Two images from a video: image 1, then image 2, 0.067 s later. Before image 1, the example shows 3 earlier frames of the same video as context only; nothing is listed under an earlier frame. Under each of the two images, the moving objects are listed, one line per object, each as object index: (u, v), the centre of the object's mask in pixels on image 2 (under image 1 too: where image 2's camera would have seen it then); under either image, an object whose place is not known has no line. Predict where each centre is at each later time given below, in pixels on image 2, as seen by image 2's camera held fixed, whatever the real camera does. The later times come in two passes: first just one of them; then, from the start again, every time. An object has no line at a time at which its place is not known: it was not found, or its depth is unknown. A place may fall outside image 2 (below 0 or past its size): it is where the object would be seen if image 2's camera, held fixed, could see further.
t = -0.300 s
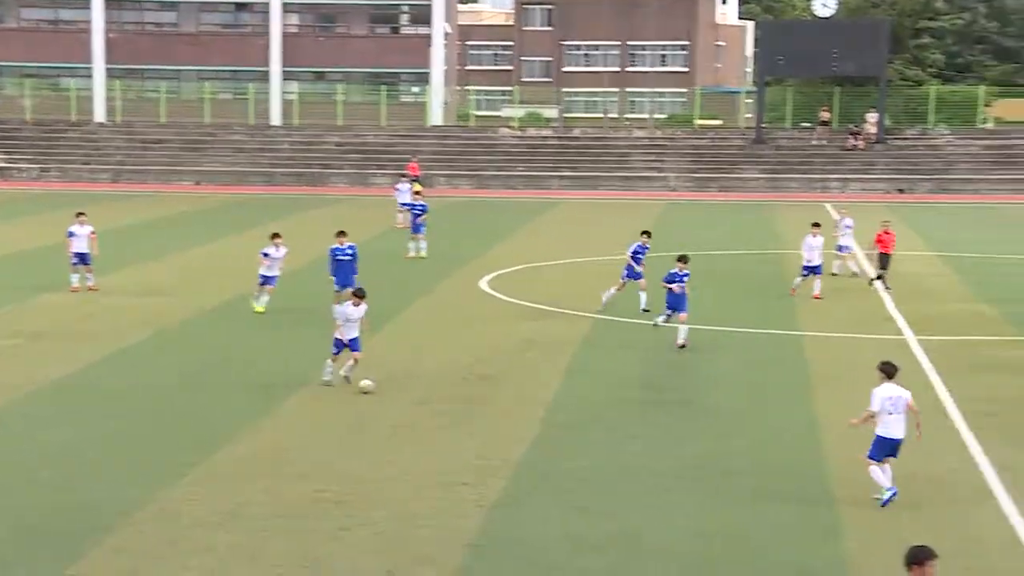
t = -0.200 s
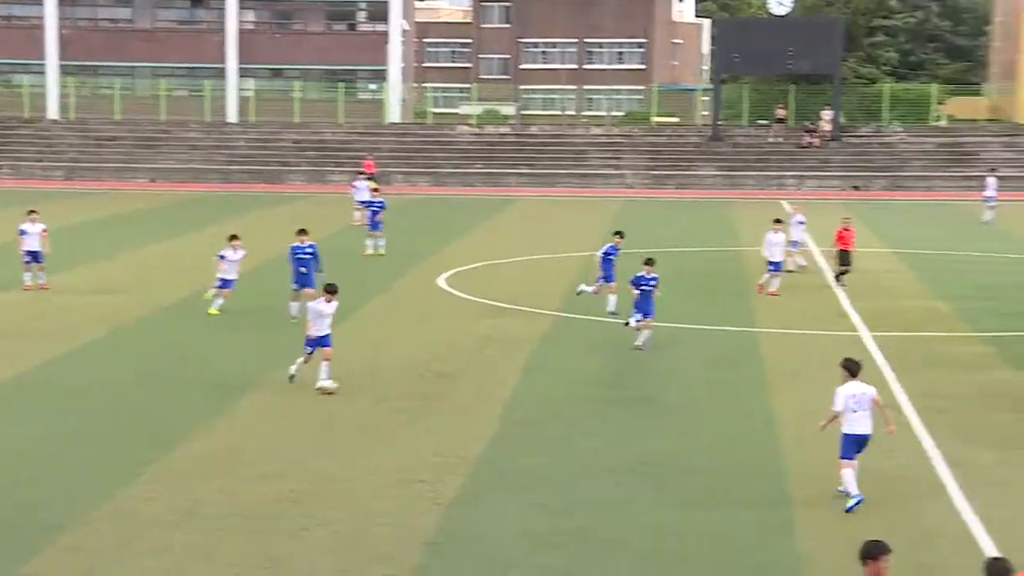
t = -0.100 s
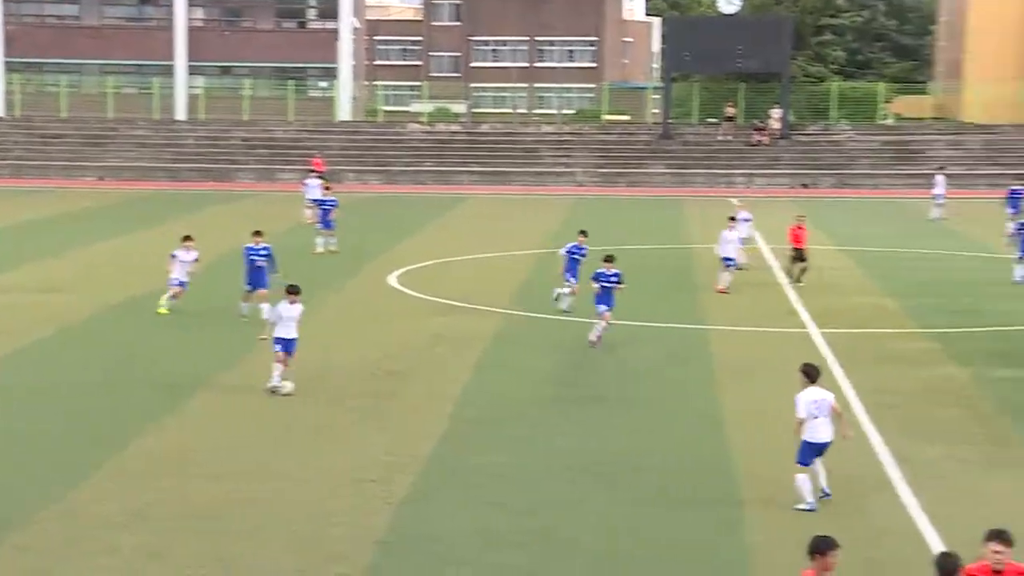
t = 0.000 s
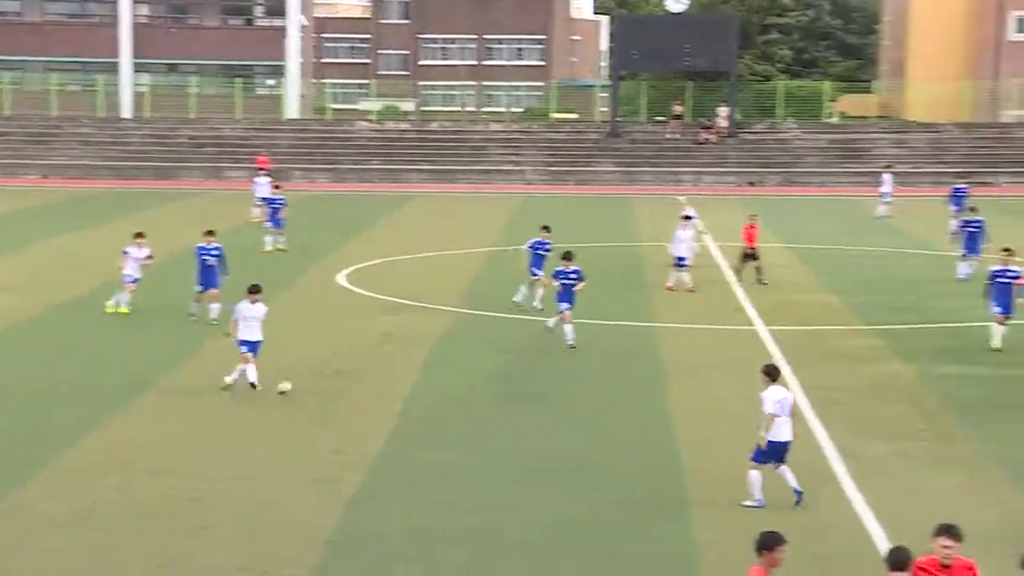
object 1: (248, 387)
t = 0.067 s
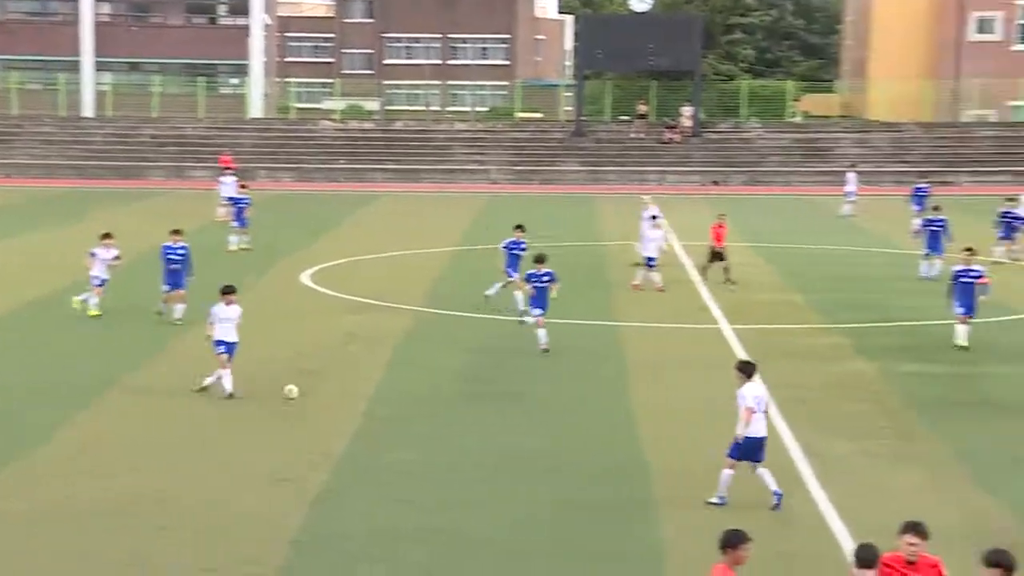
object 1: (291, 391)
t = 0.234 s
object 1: (404, 410)
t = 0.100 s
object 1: (313, 394)
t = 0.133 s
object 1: (335, 397)
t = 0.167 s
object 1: (357, 401)
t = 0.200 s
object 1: (381, 404)
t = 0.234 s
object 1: (404, 410)
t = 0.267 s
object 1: (429, 417)
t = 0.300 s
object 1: (451, 425)
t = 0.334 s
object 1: (473, 426)
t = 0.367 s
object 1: (493, 425)
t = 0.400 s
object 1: (513, 425)
